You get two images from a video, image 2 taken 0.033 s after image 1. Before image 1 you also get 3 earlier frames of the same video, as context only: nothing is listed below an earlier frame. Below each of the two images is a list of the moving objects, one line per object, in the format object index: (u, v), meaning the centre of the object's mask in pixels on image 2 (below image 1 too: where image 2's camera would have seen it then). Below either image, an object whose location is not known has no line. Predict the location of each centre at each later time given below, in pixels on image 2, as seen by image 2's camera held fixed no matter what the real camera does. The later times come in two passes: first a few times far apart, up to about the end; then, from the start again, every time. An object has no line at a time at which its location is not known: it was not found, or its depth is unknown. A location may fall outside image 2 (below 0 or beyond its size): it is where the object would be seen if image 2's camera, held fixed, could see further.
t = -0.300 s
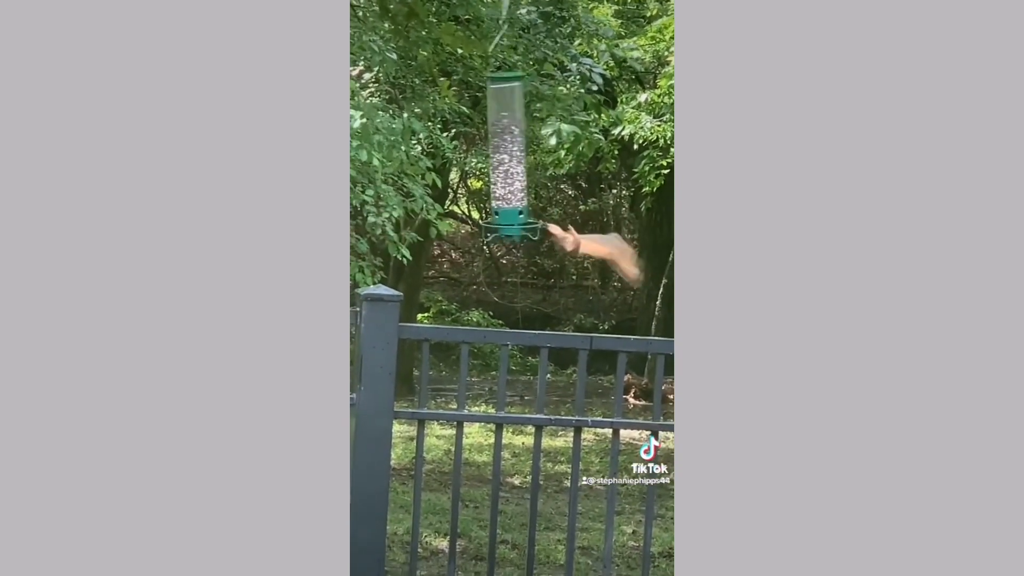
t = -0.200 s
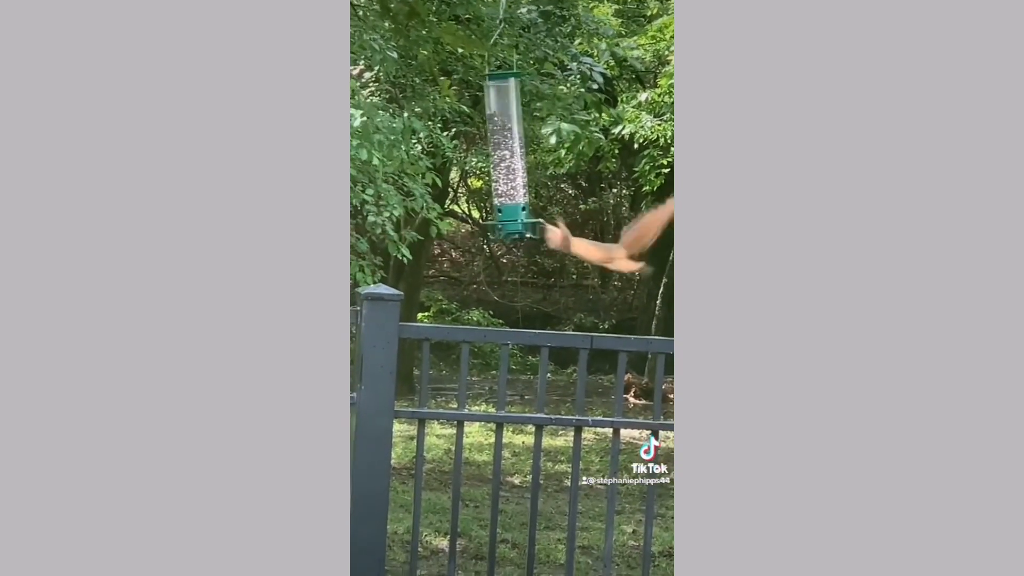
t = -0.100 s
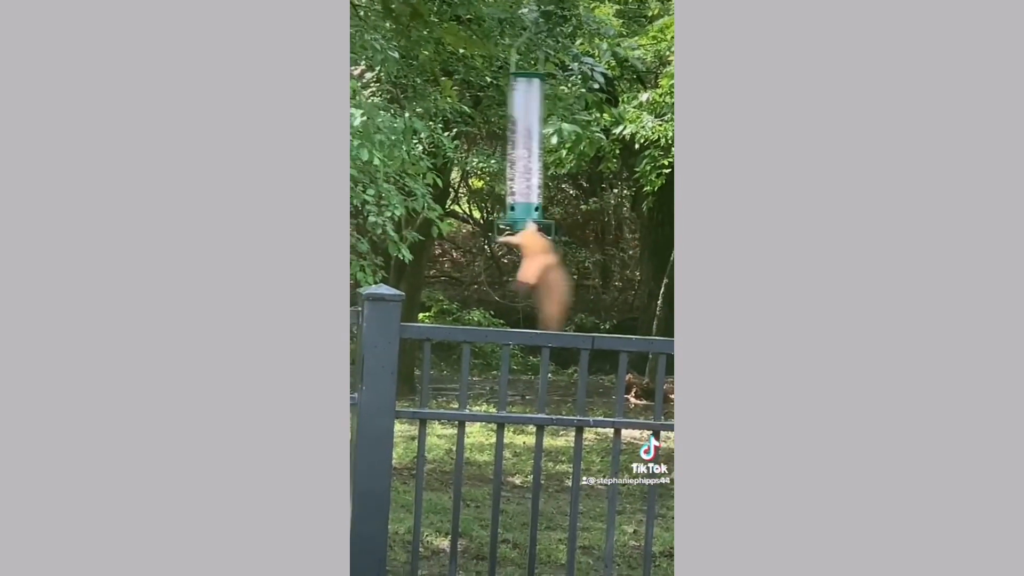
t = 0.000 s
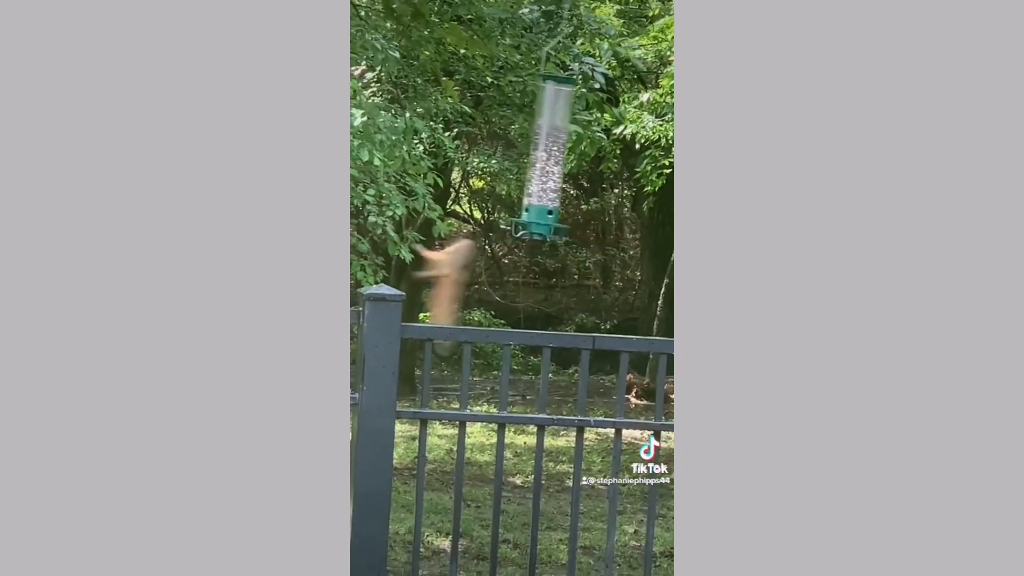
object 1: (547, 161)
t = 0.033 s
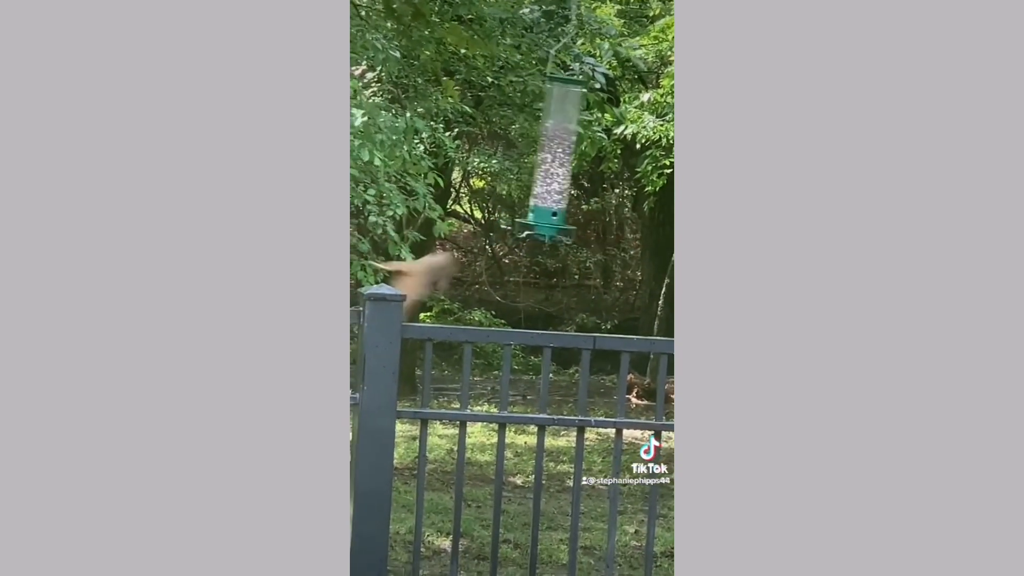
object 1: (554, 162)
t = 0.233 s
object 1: (588, 160)
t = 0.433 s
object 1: (614, 162)
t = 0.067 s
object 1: (561, 161)
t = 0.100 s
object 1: (567, 161)
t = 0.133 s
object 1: (573, 161)
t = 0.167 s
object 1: (578, 161)
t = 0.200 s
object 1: (583, 161)
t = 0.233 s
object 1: (588, 160)
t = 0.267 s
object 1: (593, 161)
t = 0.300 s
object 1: (597, 161)
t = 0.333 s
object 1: (603, 164)
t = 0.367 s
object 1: (607, 164)
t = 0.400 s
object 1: (611, 164)
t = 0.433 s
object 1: (614, 162)
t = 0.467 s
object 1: (617, 163)
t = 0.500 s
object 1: (620, 164)
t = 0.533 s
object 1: (622, 164)
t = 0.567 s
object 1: (622, 163)
